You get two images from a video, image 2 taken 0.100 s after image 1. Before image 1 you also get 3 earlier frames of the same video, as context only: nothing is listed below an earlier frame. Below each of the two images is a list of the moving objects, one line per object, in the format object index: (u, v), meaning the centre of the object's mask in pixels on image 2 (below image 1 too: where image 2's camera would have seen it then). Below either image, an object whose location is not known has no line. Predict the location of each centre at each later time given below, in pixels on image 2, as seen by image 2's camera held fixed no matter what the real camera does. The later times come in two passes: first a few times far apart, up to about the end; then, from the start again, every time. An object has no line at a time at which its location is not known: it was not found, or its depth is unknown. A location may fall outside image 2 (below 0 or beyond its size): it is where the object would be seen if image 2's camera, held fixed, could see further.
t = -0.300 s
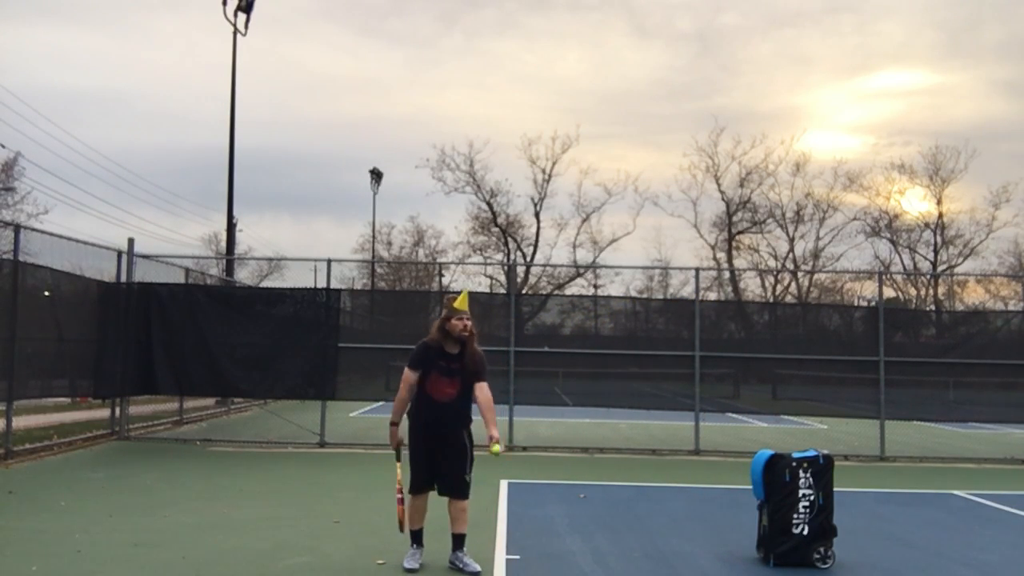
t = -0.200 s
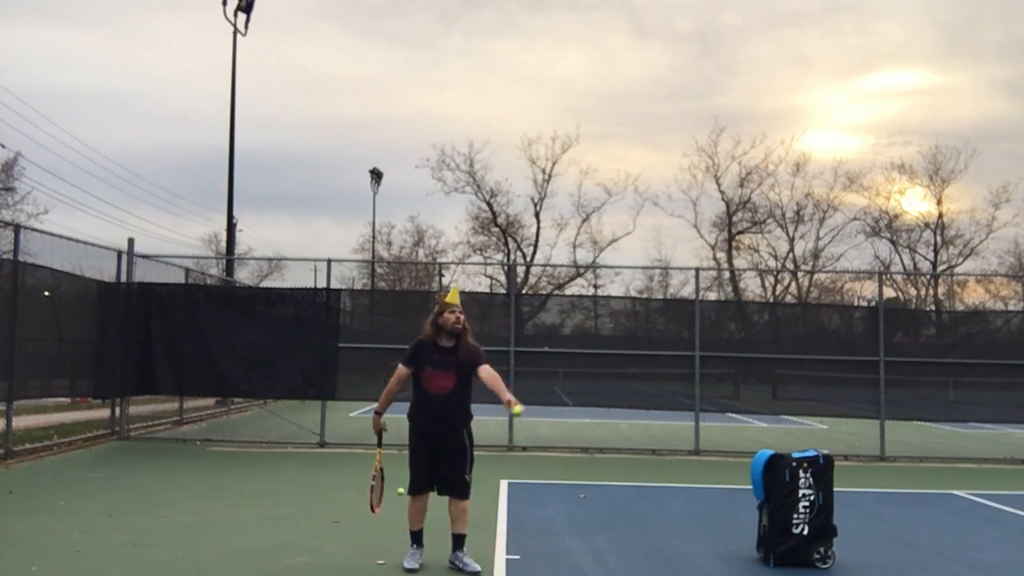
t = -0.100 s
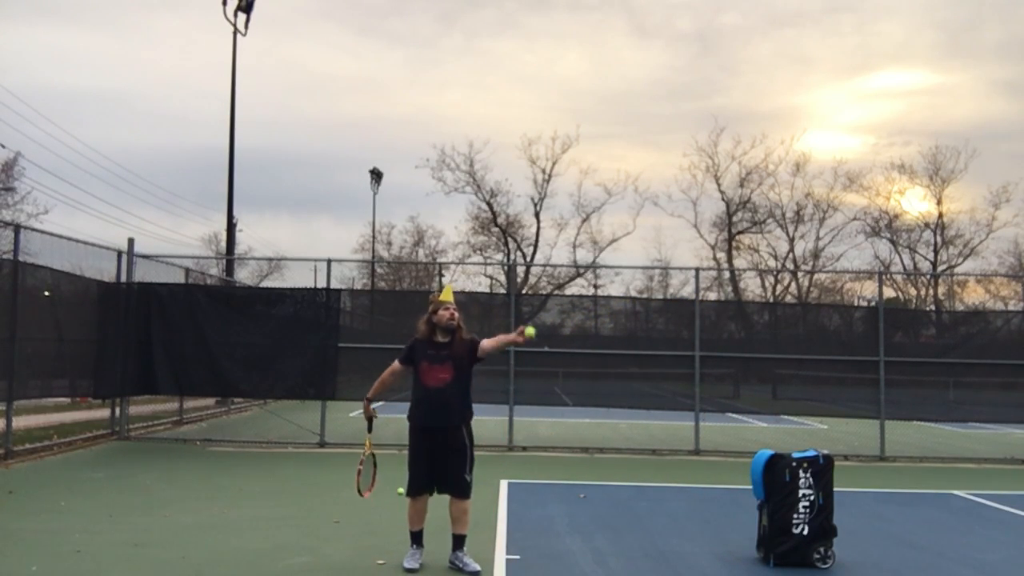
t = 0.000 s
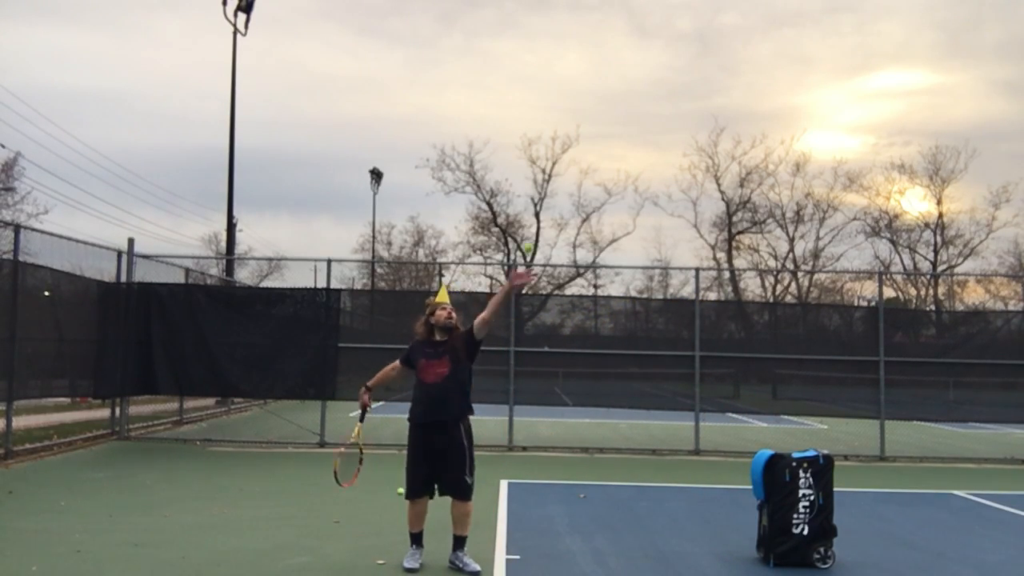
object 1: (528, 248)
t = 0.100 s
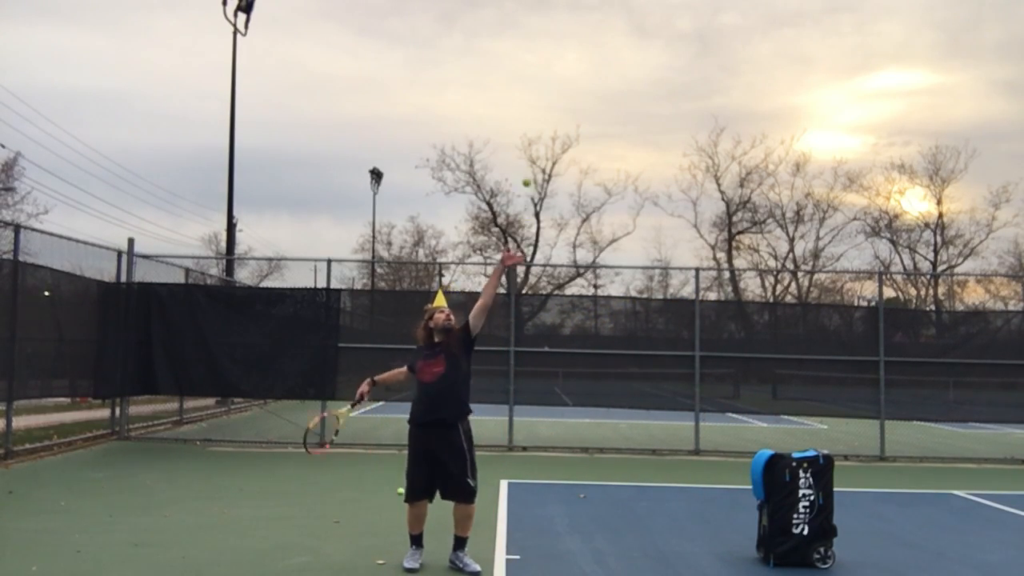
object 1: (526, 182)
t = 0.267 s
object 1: (523, 108)
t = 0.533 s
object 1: (516, 74)
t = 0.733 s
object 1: (510, 111)
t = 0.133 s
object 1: (526, 163)
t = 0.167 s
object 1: (525, 147)
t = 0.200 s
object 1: (524, 132)
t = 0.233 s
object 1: (523, 119)
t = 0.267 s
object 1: (523, 108)
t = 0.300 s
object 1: (522, 98)
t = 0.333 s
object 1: (521, 90)
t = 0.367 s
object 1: (520, 83)
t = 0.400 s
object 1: (519, 78)
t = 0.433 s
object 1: (519, 75)
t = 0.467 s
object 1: (518, 73)
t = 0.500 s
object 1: (517, 73)
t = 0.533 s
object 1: (516, 74)
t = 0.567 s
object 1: (515, 77)
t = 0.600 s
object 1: (514, 81)
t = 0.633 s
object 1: (514, 86)
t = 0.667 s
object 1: (513, 93)
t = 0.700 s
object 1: (511, 101)
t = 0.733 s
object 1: (510, 111)
